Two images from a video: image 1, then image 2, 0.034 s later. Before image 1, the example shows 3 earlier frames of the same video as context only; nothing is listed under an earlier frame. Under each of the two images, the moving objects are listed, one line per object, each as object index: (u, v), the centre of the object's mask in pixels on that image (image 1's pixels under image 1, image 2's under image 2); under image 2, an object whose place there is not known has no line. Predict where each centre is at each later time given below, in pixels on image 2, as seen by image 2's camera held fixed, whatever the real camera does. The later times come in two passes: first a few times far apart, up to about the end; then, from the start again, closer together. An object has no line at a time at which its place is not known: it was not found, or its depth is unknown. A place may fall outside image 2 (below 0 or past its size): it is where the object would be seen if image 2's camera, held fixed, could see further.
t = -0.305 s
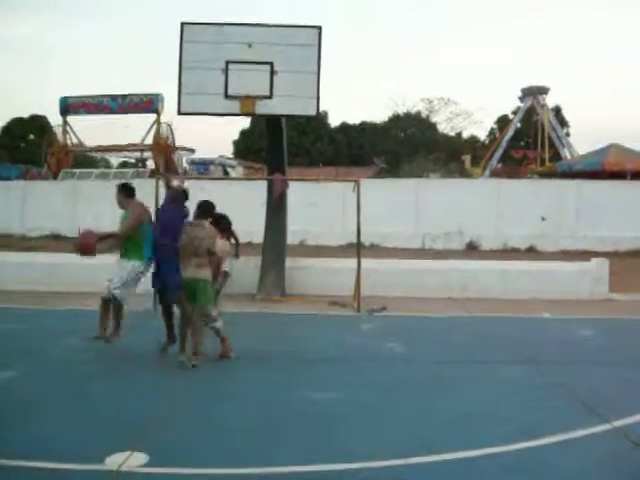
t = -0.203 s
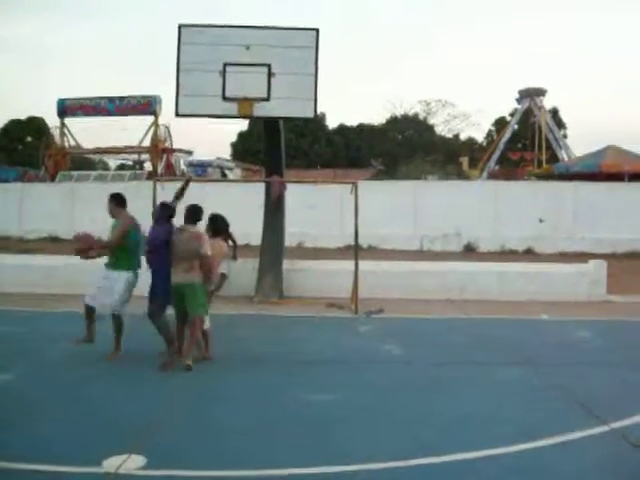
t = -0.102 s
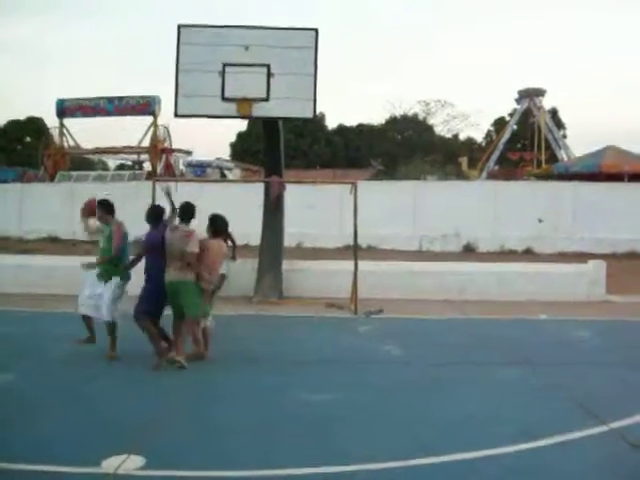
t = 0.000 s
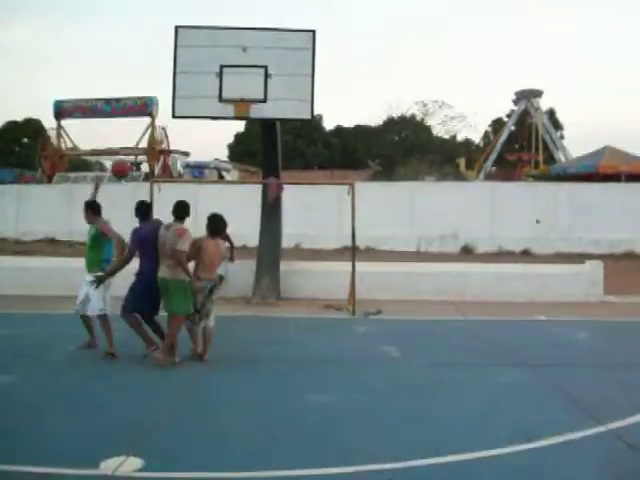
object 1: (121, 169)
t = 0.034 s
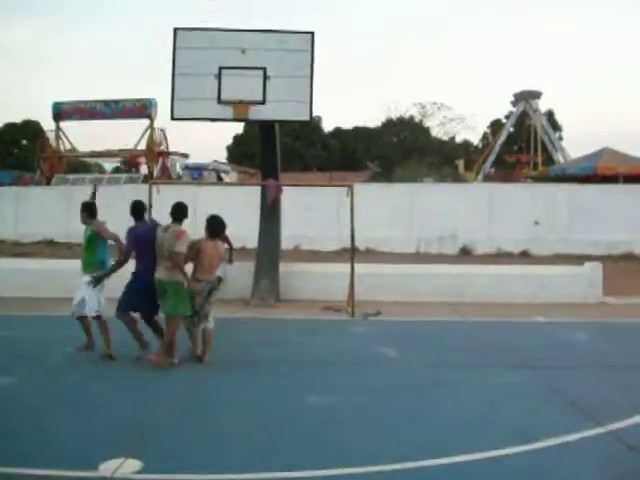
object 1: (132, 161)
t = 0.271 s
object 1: (194, 110)
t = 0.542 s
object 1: (200, 84)
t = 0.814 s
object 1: (179, 106)
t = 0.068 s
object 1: (139, 149)
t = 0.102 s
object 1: (150, 140)
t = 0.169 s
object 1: (169, 126)
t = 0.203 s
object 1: (179, 121)
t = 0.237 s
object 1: (188, 116)
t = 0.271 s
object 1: (194, 110)
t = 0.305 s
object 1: (199, 106)
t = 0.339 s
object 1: (205, 102)
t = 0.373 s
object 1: (211, 100)
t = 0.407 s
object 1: (209, 95)
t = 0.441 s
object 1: (208, 91)
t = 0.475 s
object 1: (205, 88)
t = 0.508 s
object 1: (203, 85)
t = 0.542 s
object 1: (200, 84)
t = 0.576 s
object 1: (198, 84)
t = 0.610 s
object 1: (195, 84)
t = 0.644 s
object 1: (192, 85)
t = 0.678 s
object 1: (190, 87)
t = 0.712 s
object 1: (187, 90)
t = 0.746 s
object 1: (185, 94)
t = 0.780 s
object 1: (182, 100)
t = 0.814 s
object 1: (179, 106)
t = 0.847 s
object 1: (176, 113)
